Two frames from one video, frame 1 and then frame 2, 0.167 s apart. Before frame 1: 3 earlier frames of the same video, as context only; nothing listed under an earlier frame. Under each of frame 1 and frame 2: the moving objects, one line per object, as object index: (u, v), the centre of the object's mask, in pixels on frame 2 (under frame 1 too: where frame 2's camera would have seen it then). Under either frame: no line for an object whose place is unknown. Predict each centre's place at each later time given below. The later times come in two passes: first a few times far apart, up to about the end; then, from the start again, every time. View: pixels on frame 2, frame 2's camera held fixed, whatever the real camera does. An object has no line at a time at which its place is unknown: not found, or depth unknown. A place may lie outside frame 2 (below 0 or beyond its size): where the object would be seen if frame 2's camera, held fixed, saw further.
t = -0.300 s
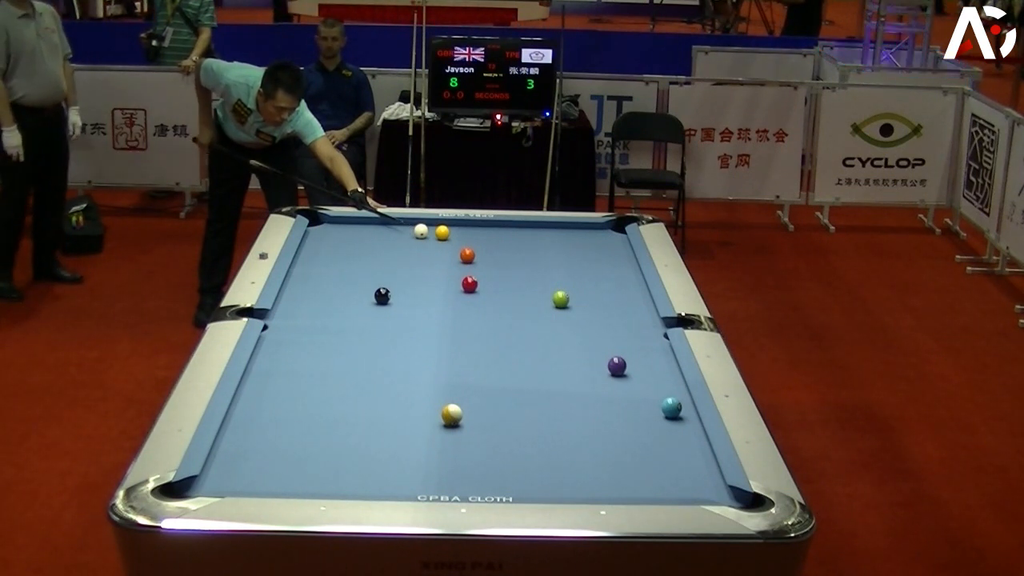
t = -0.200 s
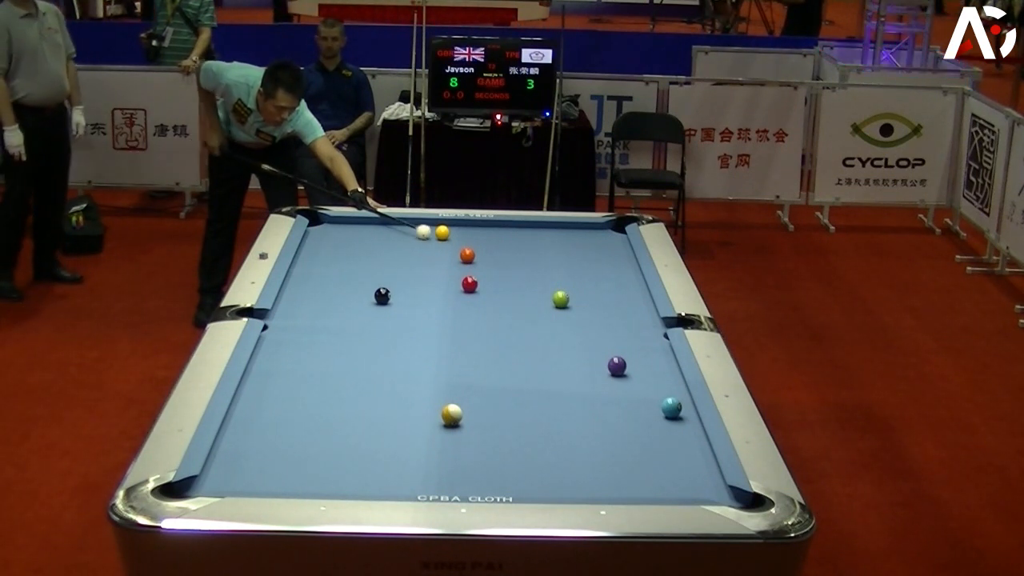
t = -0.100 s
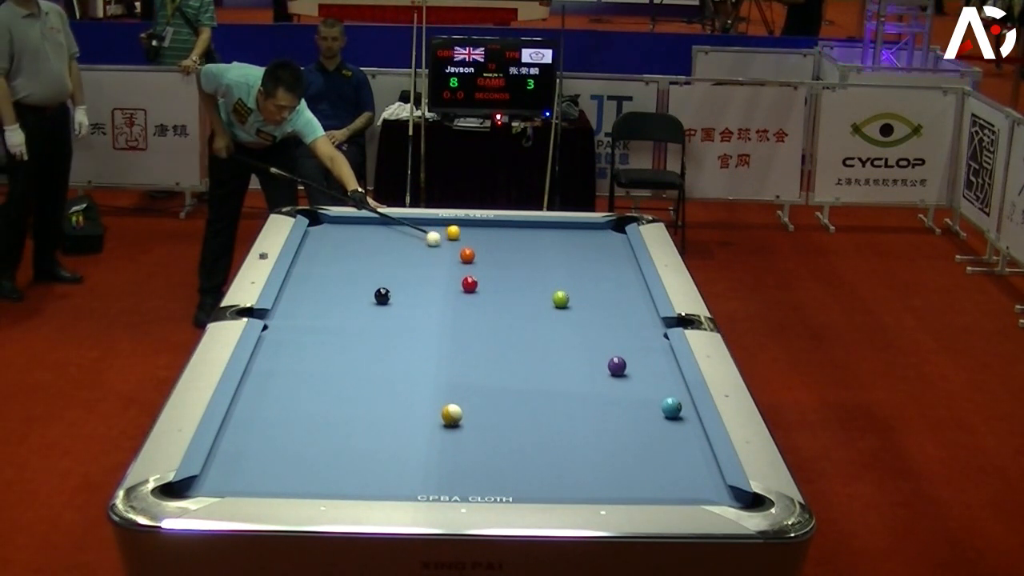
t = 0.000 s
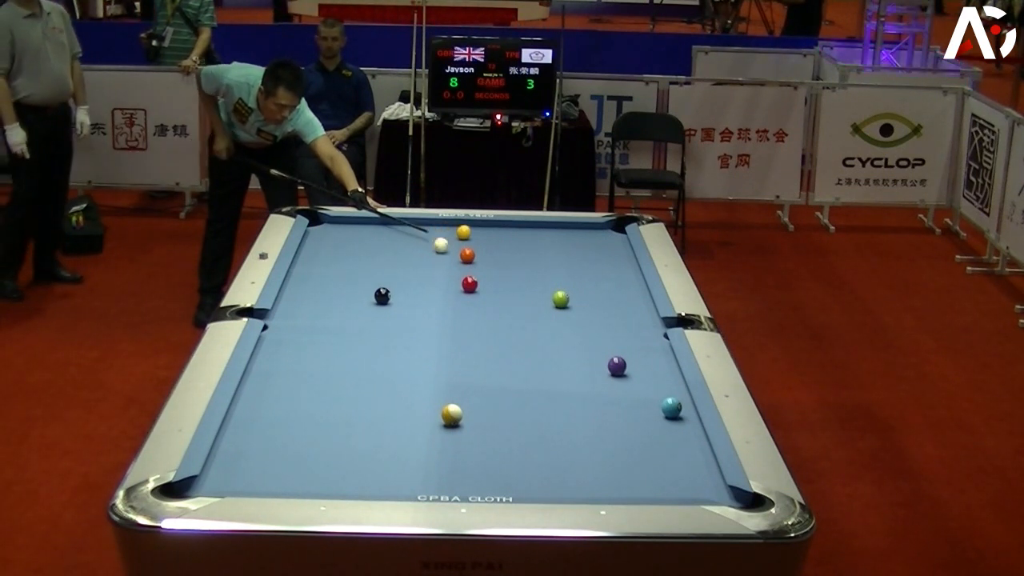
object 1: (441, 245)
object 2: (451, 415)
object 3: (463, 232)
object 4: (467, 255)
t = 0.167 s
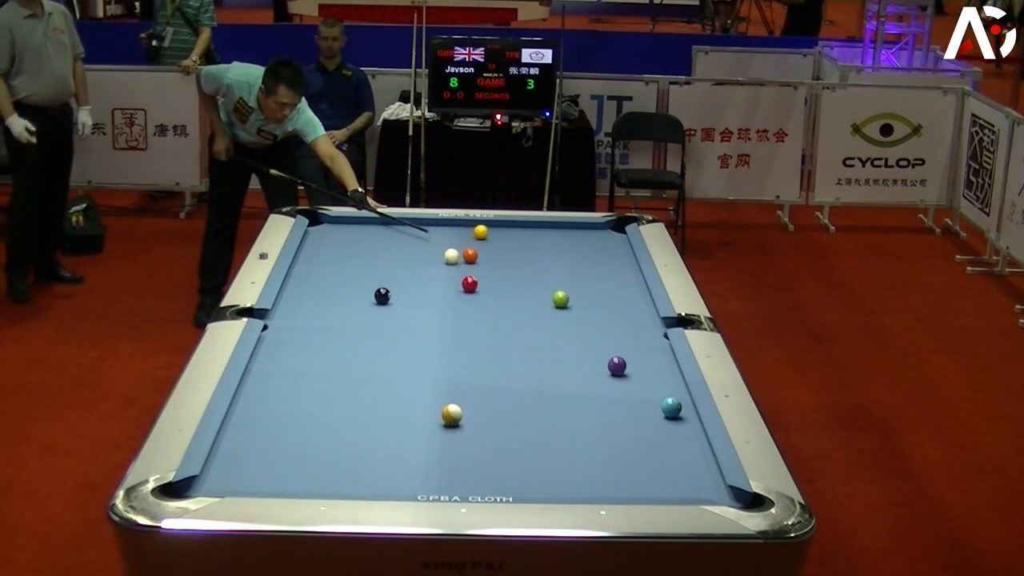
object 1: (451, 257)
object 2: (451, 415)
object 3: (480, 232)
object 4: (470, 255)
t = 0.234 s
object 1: (451, 261)
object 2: (451, 415)
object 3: (487, 232)
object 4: (474, 256)
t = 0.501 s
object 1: (450, 278)
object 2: (451, 415)
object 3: (512, 232)
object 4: (492, 257)
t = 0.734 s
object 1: (449, 295)
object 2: (451, 415)
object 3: (533, 232)
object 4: (506, 258)
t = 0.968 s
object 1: (448, 312)
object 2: (451, 415)
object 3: (552, 231)
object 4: (519, 258)
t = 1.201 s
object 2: (451, 415)
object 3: (570, 231)
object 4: (530, 260)
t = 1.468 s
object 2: (451, 415)
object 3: (590, 231)
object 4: (542, 261)
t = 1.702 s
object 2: (451, 415)
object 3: (606, 231)
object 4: (551, 261)
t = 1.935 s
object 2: (451, 415)
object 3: (616, 230)
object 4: (559, 261)
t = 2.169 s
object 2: (455, 421)
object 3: (609, 230)
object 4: (566, 262)
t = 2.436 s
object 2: (467, 437)
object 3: (602, 229)
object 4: (572, 262)
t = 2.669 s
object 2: (478, 451)
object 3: (597, 229)
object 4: (576, 262)
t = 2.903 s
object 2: (488, 465)
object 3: (593, 229)
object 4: (578, 262)
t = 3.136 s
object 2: (498, 478)
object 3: (590, 229)
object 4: (580, 262)
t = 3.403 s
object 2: (509, 488)
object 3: (589, 229)
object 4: (580, 262)
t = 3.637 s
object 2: (514, 486)
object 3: (588, 229)
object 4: (580, 262)
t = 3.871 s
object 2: (517, 483)
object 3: (588, 229)
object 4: (580, 262)
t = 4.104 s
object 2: (520, 478)
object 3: (588, 229)
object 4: (580, 262)
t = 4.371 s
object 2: (523, 473)
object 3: (588, 229)
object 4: (580, 262)
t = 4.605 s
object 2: (525, 470)
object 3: (588, 229)
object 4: (580, 262)
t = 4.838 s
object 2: (527, 468)
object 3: (588, 229)
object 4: (580, 262)
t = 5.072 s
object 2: (528, 466)
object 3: (588, 229)
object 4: (580, 262)
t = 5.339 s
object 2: (529, 464)
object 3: (588, 229)
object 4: (580, 262)
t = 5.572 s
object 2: (530, 463)
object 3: (588, 229)
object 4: (580, 262)
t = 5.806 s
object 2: (530, 463)
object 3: (588, 229)
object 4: (580, 262)
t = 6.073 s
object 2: (530, 463)
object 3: (588, 229)
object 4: (580, 262)
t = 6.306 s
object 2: (530, 464)
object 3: (588, 228)
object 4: (580, 262)
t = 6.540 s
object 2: (530, 464)
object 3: (588, 229)
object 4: (580, 262)
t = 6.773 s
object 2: (530, 464)
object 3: (588, 228)
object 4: (580, 262)
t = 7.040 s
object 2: (530, 464)
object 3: (588, 229)
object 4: (580, 262)
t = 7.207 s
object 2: (530, 464)
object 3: (588, 228)
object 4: (580, 262)
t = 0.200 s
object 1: (451, 259)
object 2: (451, 415)
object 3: (483, 232)
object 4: (472, 256)
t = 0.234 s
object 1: (451, 261)
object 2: (451, 415)
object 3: (487, 232)
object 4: (474, 256)
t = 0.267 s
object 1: (451, 263)
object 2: (451, 415)
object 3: (490, 232)
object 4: (477, 256)
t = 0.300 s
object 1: (451, 265)
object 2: (451, 415)
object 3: (493, 232)
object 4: (479, 256)
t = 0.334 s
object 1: (450, 267)
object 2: (451, 415)
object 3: (496, 232)
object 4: (481, 256)
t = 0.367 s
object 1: (450, 270)
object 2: (451, 415)
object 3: (500, 232)
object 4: (484, 256)
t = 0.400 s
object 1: (450, 272)
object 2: (451, 415)
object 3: (503, 232)
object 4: (486, 256)
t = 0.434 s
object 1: (450, 274)
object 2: (451, 415)
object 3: (506, 232)
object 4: (488, 257)
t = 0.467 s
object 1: (450, 276)
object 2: (451, 415)
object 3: (509, 232)
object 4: (490, 257)
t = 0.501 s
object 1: (450, 278)
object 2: (451, 415)
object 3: (512, 232)
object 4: (492, 257)
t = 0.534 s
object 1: (449, 281)
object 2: (451, 415)
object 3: (515, 232)
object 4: (494, 257)
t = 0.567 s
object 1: (449, 283)
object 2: (451, 415)
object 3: (518, 232)
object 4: (496, 257)
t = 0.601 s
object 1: (449, 286)
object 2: (451, 415)
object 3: (521, 232)
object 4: (498, 258)
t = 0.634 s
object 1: (449, 288)
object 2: (451, 415)
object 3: (524, 232)
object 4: (500, 258)
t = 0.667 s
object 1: (449, 290)
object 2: (451, 415)
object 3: (527, 232)
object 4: (502, 258)
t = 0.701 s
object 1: (449, 292)
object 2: (451, 415)
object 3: (530, 232)
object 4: (504, 258)
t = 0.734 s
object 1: (449, 295)
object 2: (451, 415)
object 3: (533, 232)
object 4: (506, 258)
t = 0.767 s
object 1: (448, 297)
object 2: (451, 415)
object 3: (536, 231)
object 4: (508, 258)
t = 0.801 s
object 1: (448, 300)
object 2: (451, 415)
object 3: (538, 231)
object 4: (510, 258)
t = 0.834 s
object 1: (448, 302)
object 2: (451, 415)
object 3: (541, 231)
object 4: (512, 258)
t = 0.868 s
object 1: (448, 304)
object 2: (451, 415)
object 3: (544, 231)
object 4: (514, 258)
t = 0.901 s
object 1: (448, 307)
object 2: (451, 415)
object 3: (547, 231)
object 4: (515, 258)
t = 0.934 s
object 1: (448, 309)
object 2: (451, 415)
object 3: (549, 231)
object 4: (517, 258)
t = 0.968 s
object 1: (448, 312)
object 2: (451, 415)
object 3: (552, 231)
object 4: (519, 258)
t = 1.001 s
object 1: (448, 314)
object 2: (451, 415)
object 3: (555, 231)
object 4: (520, 259)
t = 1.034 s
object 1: (448, 317)
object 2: (451, 415)
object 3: (558, 231)
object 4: (522, 259)
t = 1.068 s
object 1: (448, 319)
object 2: (451, 415)
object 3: (560, 231)
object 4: (524, 259)
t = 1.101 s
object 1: (448, 322)
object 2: (451, 415)
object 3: (563, 231)
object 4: (526, 259)
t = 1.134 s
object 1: (448, 325)
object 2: (451, 415)
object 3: (565, 231)
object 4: (527, 259)
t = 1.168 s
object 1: (448, 327)
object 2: (451, 415)
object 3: (568, 231)
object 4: (529, 259)
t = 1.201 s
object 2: (451, 415)
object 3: (570, 231)
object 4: (530, 260)
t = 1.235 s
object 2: (451, 415)
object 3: (573, 231)
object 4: (532, 260)
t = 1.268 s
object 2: (451, 415)
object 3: (576, 231)
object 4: (534, 260)
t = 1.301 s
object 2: (451, 415)
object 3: (578, 231)
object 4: (535, 260)
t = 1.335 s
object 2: (451, 415)
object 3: (581, 231)
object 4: (537, 260)
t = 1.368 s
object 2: (451, 415)
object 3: (583, 231)
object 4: (538, 260)
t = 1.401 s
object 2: (451, 415)
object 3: (586, 231)
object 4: (539, 260)
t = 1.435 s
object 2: (451, 415)
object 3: (588, 231)
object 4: (541, 260)
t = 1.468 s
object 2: (451, 415)
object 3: (590, 231)
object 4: (542, 261)
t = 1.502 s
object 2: (451, 415)
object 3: (592, 231)
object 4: (543, 261)
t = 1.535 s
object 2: (451, 415)
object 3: (595, 231)
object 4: (545, 261)
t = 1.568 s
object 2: (451, 415)
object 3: (597, 231)
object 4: (546, 261)
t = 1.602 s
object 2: (451, 415)
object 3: (599, 231)
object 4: (547, 261)
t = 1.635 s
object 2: (451, 415)
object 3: (601, 231)
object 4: (548, 261)
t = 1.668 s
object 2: (451, 415)
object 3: (603, 231)
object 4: (550, 261)
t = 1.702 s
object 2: (451, 415)
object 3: (606, 231)
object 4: (551, 261)
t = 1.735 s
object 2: (451, 415)
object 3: (608, 231)
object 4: (552, 261)
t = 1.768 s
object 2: (451, 415)
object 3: (610, 231)
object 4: (553, 261)
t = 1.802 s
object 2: (451, 415)
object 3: (612, 231)
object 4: (554, 261)
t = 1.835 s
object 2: (451, 415)
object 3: (614, 230)
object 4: (556, 261)
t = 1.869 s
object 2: (451, 415)
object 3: (616, 230)
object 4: (557, 261)
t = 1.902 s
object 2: (451, 415)
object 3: (617, 230)
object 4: (558, 261)
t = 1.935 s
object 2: (451, 415)
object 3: (616, 230)
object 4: (559, 261)
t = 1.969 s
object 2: (451, 415)
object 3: (615, 230)
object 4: (560, 261)
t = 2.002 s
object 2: (451, 415)
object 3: (614, 230)
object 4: (561, 261)
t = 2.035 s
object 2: (452, 415)
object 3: (613, 230)
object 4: (562, 261)
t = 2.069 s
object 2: (452, 415)
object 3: (612, 230)
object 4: (563, 261)
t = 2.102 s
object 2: (451, 415)
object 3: (611, 230)
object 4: (564, 262)
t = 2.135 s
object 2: (453, 418)
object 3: (610, 230)
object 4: (565, 262)
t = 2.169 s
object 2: (455, 421)
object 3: (609, 230)
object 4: (566, 262)
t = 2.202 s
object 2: (457, 423)
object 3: (608, 230)
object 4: (566, 261)
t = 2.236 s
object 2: (459, 426)
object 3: (607, 230)
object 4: (567, 261)
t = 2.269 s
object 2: (460, 428)
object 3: (606, 230)
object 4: (568, 261)
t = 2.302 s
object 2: (462, 429)
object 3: (605, 230)
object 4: (569, 262)
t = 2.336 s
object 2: (463, 431)
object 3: (604, 230)
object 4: (570, 262)
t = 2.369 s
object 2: (464, 433)
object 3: (604, 229)
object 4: (570, 262)
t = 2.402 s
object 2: (466, 435)
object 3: (603, 229)
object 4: (571, 262)
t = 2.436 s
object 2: (467, 437)
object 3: (602, 229)
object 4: (572, 262)
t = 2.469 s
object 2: (469, 440)
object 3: (601, 229)
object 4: (572, 262)
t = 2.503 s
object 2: (470, 442)
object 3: (600, 229)
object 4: (573, 262)
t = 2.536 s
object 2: (472, 443)
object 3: (599, 229)
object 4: (573, 262)
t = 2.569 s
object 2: (473, 445)
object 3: (599, 229)
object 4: (574, 262)
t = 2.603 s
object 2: (475, 447)
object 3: (598, 229)
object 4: (575, 262)
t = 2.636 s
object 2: (476, 449)
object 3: (598, 229)
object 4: (575, 262)
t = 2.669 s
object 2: (478, 451)
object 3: (597, 229)
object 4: (576, 262)
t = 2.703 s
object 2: (479, 454)
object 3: (596, 229)
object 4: (576, 262)
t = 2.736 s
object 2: (480, 455)
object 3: (596, 229)
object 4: (576, 262)
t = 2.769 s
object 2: (482, 457)
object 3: (595, 229)
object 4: (577, 262)
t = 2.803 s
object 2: (483, 459)
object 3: (595, 229)
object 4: (577, 262)
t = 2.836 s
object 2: (485, 461)
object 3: (594, 229)
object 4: (577, 262)
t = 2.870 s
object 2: (486, 463)
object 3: (594, 229)
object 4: (578, 262)
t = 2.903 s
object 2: (488, 465)
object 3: (593, 229)
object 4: (578, 262)
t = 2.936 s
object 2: (489, 467)
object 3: (593, 229)
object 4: (578, 262)
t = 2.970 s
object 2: (491, 469)
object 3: (592, 229)
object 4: (579, 262)
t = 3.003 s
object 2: (492, 471)
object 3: (592, 229)
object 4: (579, 262)
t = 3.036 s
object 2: (493, 472)
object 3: (591, 229)
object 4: (579, 262)
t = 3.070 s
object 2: (495, 474)
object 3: (591, 229)
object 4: (579, 262)
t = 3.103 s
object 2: (496, 476)
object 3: (591, 229)
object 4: (579, 262)
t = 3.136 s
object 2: (498, 478)
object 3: (590, 229)
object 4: (580, 262)
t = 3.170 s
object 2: (499, 479)
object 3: (590, 229)
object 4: (580, 262)
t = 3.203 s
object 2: (500, 481)
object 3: (590, 229)
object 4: (580, 262)
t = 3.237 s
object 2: (502, 483)
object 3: (590, 229)
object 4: (580, 262)
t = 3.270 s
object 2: (503, 484)
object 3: (589, 229)
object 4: (580, 262)
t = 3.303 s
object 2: (505, 485)
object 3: (589, 229)
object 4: (580, 262)
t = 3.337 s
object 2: (506, 486)
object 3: (589, 229)
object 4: (580, 262)
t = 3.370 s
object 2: (507, 487)
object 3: (589, 229)
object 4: (580, 262)
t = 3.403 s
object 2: (509, 488)
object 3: (589, 229)
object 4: (580, 262)
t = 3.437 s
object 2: (510, 489)
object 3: (589, 229)
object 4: (580, 262)
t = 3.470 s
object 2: (511, 489)
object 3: (589, 229)
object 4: (580, 262)
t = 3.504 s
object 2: (511, 488)
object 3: (588, 229)
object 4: (580, 262)
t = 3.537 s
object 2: (512, 487)
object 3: (589, 228)
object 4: (580, 262)
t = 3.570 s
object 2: (512, 487)
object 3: (588, 229)
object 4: (580, 262)
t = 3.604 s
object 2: (513, 487)
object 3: (588, 229)
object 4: (580, 262)
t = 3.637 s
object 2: (514, 486)
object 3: (588, 229)
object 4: (580, 262)
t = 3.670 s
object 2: (514, 486)
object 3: (588, 229)
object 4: (580, 262)
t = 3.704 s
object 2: (514, 485)
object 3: (588, 229)
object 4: (580, 262)
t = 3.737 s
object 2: (515, 485)
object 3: (588, 229)
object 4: (580, 262)
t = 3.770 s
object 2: (515, 484)
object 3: (589, 228)
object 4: (580, 262)
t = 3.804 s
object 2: (516, 484)
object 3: (588, 229)
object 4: (580, 262)
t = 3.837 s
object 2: (517, 483)
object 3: (588, 229)
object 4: (580, 262)
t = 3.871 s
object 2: (517, 483)
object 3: (588, 229)
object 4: (580, 262)
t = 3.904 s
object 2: (518, 482)
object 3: (588, 229)
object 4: (580, 262)
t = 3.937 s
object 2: (518, 482)
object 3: (588, 229)
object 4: (580, 262)
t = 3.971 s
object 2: (518, 481)
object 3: (588, 229)
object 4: (580, 262)
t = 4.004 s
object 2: (519, 481)
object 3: (588, 229)
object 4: (580, 262)
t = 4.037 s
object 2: (519, 481)
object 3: (588, 229)
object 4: (580, 262)
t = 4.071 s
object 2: (520, 479)
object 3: (588, 229)
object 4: (580, 262)
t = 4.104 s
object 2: (520, 478)
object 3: (588, 229)
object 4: (580, 262)
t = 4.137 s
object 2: (521, 477)
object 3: (588, 229)
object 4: (580, 262)
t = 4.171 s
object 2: (521, 477)
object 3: (588, 229)
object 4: (580, 262)
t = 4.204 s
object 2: (521, 476)
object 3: (588, 229)
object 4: (580, 262)
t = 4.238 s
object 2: (522, 475)
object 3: (588, 229)
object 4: (580, 262)
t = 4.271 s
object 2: (522, 475)
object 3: (588, 229)
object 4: (580, 262)
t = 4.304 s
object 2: (522, 474)
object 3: (588, 229)
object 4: (580, 262)
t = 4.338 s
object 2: (523, 474)
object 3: (588, 229)
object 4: (580, 262)
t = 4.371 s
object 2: (523, 473)
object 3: (588, 229)
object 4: (580, 262)
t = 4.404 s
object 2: (523, 473)
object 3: (588, 229)
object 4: (580, 262)
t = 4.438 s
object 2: (524, 472)
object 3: (589, 229)
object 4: (580, 262)
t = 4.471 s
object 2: (524, 472)
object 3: (589, 228)
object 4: (580, 262)
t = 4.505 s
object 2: (524, 471)
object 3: (588, 229)
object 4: (580, 262)
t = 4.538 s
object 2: (525, 471)
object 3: (588, 229)
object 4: (580, 262)
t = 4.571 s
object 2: (525, 470)
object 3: (588, 229)
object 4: (580, 262)
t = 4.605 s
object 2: (525, 470)
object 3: (588, 229)
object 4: (580, 262)
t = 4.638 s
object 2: (525, 470)
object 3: (588, 229)
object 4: (580, 262)
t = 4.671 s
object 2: (526, 469)
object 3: (588, 229)
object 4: (580, 262)
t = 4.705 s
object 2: (526, 469)
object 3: (588, 229)
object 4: (580, 262)
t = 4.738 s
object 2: (526, 468)
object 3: (588, 229)
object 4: (580, 262)
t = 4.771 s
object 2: (526, 468)
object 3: (588, 229)
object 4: (580, 262)
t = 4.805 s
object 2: (527, 468)
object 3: (588, 229)
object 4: (580, 262)
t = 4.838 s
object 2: (527, 468)
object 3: (588, 229)
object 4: (580, 262)
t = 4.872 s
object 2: (527, 467)
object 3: (588, 229)
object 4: (580, 262)
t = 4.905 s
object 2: (527, 467)
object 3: (589, 228)
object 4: (580, 262)
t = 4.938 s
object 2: (527, 467)
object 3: (588, 228)
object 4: (580, 262)
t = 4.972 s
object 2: (528, 466)
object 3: (588, 229)
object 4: (580, 262)
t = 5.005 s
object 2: (528, 466)
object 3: (588, 229)
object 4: (580, 262)
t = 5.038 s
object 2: (528, 466)
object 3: (588, 229)
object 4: (580, 262)
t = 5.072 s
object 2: (528, 466)
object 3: (588, 229)
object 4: (580, 262)
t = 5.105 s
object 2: (528, 465)
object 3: (589, 228)
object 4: (580, 262)
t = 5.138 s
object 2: (529, 465)
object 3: (588, 229)
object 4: (580, 262)
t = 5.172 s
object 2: (529, 465)
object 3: (588, 229)
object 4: (580, 262)
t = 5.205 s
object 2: (529, 465)
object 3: (588, 229)
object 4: (580, 262)
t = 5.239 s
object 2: (529, 464)
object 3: (588, 229)
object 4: (580, 262)
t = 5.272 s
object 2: (529, 465)
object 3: (588, 229)
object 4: (580, 262)
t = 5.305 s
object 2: (529, 464)
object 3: (588, 229)
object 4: (580, 262)
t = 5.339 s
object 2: (529, 464)
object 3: (588, 229)
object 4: (580, 262)
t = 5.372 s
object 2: (529, 464)
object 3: (588, 229)
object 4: (580, 262)
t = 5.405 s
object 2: (529, 464)
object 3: (588, 229)
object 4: (580, 262)
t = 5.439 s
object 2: (530, 463)
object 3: (588, 229)
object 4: (580, 262)
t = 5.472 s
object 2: (530, 463)
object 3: (588, 229)
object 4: (580, 262)
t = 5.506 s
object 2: (530, 463)
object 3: (588, 229)
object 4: (580, 262)
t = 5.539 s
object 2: (530, 463)
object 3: (588, 229)
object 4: (580, 262)
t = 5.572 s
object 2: (530, 463)
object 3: (588, 229)
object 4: (580, 262)
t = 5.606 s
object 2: (530, 463)
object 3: (588, 229)
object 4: (580, 262)
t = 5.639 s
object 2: (530, 463)
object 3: (588, 229)
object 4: (580, 262)
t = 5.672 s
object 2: (530, 463)
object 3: (588, 229)
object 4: (580, 262)
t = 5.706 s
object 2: (530, 463)
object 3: (588, 228)
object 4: (580, 262)
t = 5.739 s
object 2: (530, 463)
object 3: (588, 229)
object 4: (580, 262)
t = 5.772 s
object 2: (530, 463)
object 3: (588, 229)
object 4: (580, 262)
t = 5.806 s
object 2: (530, 463)
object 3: (588, 229)
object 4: (580, 262)
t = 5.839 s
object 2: (530, 463)
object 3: (588, 229)
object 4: (580, 262)
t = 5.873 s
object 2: (530, 463)
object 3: (588, 228)
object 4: (580, 262)
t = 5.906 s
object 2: (530, 463)
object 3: (589, 228)
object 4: (580, 262)
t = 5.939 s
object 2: (530, 463)
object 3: (589, 228)
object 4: (580, 262)
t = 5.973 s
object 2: (530, 463)
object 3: (588, 229)
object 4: (580, 262)
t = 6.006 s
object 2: (530, 463)
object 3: (588, 229)
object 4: (580, 262)
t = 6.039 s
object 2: (530, 463)
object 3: (588, 229)
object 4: (580, 262)
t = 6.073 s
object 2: (530, 463)
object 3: (588, 229)
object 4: (580, 262)
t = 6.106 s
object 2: (530, 463)
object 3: (588, 229)
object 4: (580, 262)
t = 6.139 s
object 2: (530, 463)
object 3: (588, 228)
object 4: (580, 262)
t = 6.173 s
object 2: (530, 463)
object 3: (588, 229)
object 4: (580, 262)
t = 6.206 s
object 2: (530, 463)
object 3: (588, 229)
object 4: (580, 262)
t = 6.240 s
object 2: (530, 463)
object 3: (588, 229)
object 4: (580, 262)
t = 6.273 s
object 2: (530, 464)
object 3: (588, 229)
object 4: (580, 262)
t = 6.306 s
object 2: (530, 464)
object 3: (588, 228)
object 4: (580, 262)
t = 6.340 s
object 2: (530, 464)
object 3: (588, 228)
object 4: (580, 262)
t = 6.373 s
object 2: (530, 464)
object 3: (588, 229)
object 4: (580, 262)
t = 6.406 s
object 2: (530, 464)
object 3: (588, 229)
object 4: (580, 262)
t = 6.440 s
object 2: (530, 464)
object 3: (588, 228)
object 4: (580, 262)
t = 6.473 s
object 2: (530, 464)
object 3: (588, 229)
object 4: (580, 262)
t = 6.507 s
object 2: (530, 464)
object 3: (588, 229)
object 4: (580, 262)
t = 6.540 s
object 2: (530, 464)
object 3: (588, 229)
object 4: (580, 262)
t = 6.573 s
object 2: (530, 464)
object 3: (588, 228)
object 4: (580, 262)
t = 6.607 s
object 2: (530, 464)
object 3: (588, 229)
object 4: (580, 262)
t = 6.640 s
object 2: (530, 464)
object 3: (588, 229)
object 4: (580, 262)
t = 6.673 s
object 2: (530, 464)
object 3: (588, 229)
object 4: (580, 262)
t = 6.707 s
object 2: (530, 464)
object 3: (588, 229)
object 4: (580, 262)
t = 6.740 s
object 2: (530, 464)
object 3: (588, 229)
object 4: (580, 262)
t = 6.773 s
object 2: (530, 464)
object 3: (588, 228)
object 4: (580, 262)
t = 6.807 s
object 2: (530, 464)
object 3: (588, 229)
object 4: (580, 262)
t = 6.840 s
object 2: (530, 464)
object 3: (588, 229)
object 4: (580, 262)
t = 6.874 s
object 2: (530, 464)
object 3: (588, 229)
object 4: (580, 262)
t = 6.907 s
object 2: (530, 464)
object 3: (588, 229)
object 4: (580, 262)
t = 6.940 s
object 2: (530, 464)
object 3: (588, 229)
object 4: (580, 262)
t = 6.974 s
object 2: (530, 464)
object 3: (588, 228)
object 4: (580, 262)
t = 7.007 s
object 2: (530, 464)
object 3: (588, 229)
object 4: (580, 262)
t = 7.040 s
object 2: (530, 464)
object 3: (588, 229)
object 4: (580, 262)
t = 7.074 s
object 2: (530, 464)
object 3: (588, 229)
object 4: (580, 262)
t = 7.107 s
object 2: (530, 464)
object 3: (588, 229)
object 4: (580, 262)
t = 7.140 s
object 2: (530, 464)
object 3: (588, 228)
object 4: (580, 262)
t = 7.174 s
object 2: (530, 464)
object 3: (588, 228)
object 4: (580, 262)
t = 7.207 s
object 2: (530, 464)
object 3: (588, 228)
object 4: (580, 262)
